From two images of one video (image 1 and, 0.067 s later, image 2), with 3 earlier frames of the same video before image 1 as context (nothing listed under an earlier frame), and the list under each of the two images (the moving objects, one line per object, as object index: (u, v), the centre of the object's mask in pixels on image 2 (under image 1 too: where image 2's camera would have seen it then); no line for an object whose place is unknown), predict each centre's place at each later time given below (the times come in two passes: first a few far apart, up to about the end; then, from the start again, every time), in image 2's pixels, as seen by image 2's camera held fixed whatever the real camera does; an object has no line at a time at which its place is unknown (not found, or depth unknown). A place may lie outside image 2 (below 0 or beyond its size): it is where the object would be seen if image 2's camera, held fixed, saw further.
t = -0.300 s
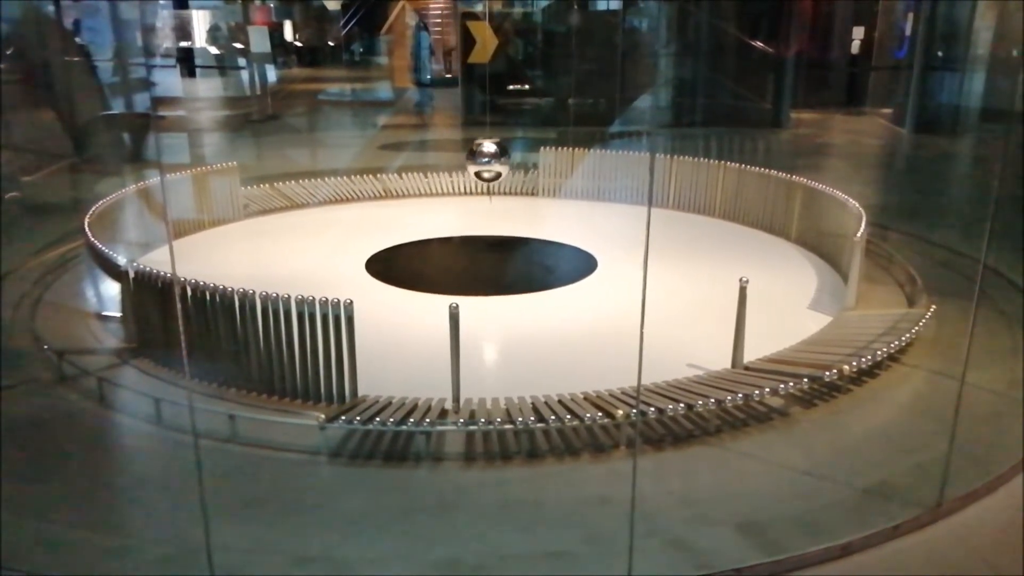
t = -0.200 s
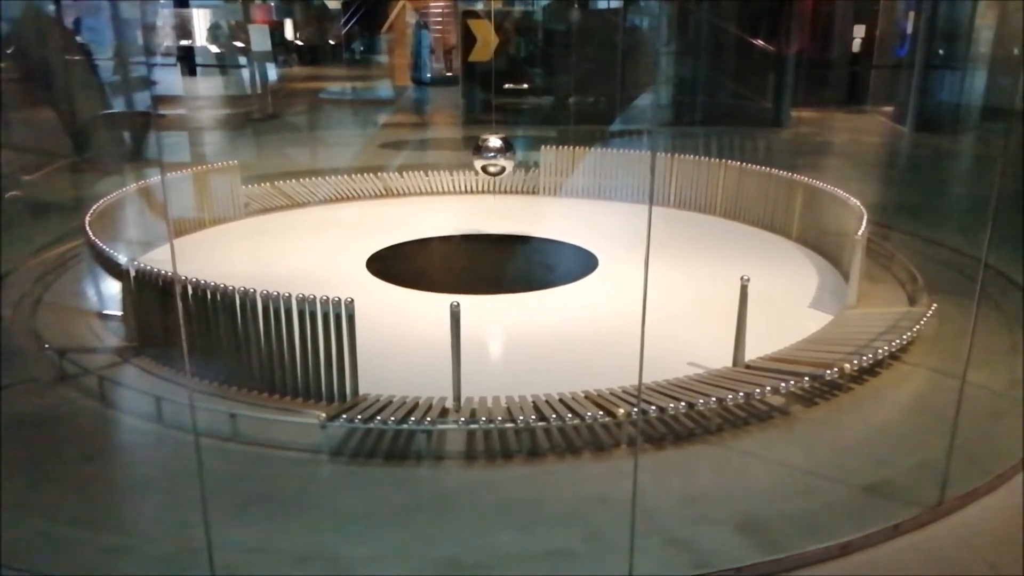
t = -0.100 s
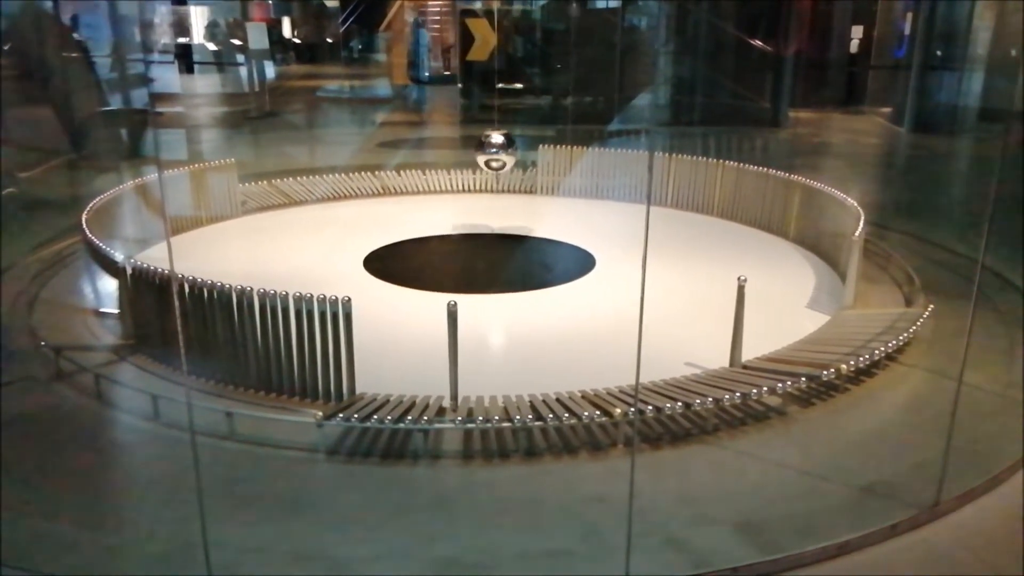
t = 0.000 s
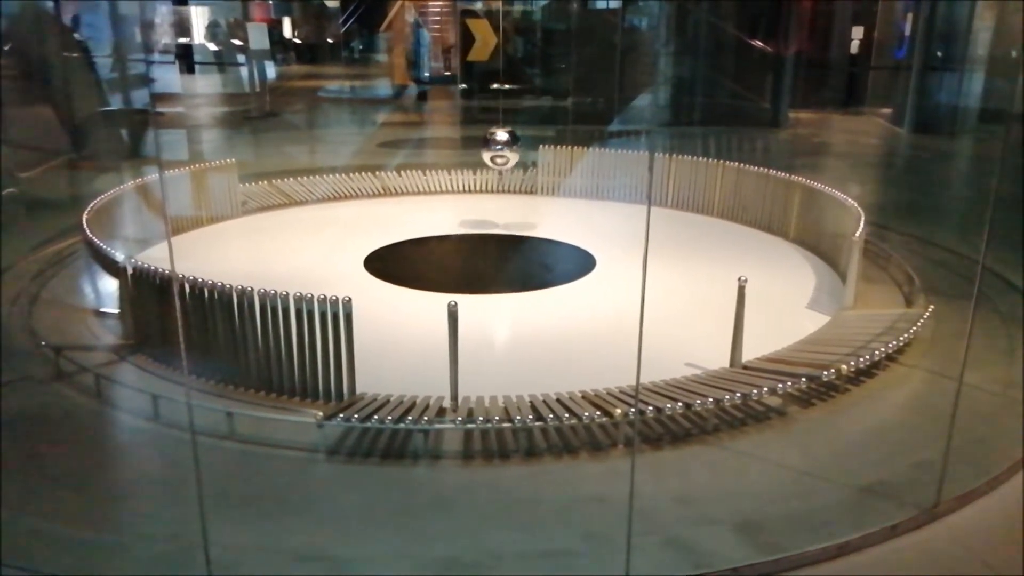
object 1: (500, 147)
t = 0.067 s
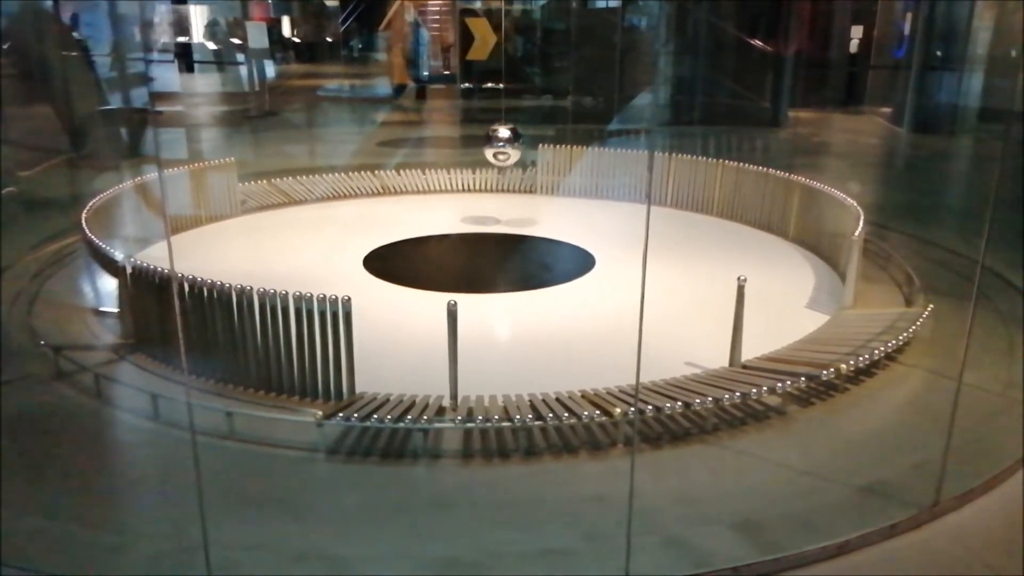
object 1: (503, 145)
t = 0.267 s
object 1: (510, 138)
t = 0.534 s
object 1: (519, 131)
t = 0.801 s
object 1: (525, 123)
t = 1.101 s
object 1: (531, 117)
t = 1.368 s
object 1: (534, 112)
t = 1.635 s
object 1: (537, 110)
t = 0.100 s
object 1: (504, 144)
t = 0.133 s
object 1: (506, 143)
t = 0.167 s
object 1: (507, 142)
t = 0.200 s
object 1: (508, 141)
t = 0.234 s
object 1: (509, 139)
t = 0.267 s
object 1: (510, 138)
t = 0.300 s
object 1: (512, 137)
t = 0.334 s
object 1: (513, 136)
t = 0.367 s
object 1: (514, 135)
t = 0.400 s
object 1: (515, 134)
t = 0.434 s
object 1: (516, 133)
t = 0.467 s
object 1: (517, 132)
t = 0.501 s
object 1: (518, 131)
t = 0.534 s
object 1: (519, 131)
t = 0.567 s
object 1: (520, 130)
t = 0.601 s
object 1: (521, 128)
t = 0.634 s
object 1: (522, 127)
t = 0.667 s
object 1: (523, 126)
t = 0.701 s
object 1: (523, 126)
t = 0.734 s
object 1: (524, 125)
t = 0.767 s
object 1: (525, 124)
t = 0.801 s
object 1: (525, 123)
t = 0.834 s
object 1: (526, 122)
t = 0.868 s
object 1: (527, 121)
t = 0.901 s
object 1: (528, 121)
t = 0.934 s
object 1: (528, 121)
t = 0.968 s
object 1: (529, 120)
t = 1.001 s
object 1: (530, 120)
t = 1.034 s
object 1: (530, 118)
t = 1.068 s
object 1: (530, 117)
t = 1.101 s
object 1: (531, 117)
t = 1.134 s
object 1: (532, 116)
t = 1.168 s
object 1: (533, 115)
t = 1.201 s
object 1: (532, 116)
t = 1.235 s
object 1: (532, 115)
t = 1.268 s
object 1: (533, 114)
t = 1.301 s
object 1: (533, 113)
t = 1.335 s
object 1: (534, 113)
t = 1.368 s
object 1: (534, 112)
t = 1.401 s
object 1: (535, 112)
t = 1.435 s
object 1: (535, 112)
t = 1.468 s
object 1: (535, 111)
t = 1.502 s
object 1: (536, 111)
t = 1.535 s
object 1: (537, 110)
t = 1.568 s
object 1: (537, 110)
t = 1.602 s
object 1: (537, 110)
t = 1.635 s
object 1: (537, 110)
